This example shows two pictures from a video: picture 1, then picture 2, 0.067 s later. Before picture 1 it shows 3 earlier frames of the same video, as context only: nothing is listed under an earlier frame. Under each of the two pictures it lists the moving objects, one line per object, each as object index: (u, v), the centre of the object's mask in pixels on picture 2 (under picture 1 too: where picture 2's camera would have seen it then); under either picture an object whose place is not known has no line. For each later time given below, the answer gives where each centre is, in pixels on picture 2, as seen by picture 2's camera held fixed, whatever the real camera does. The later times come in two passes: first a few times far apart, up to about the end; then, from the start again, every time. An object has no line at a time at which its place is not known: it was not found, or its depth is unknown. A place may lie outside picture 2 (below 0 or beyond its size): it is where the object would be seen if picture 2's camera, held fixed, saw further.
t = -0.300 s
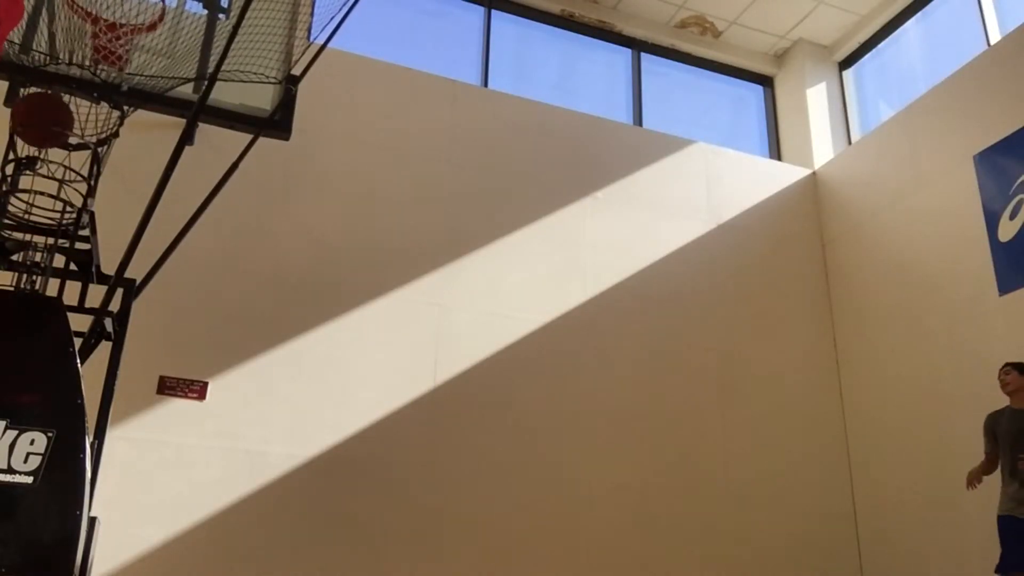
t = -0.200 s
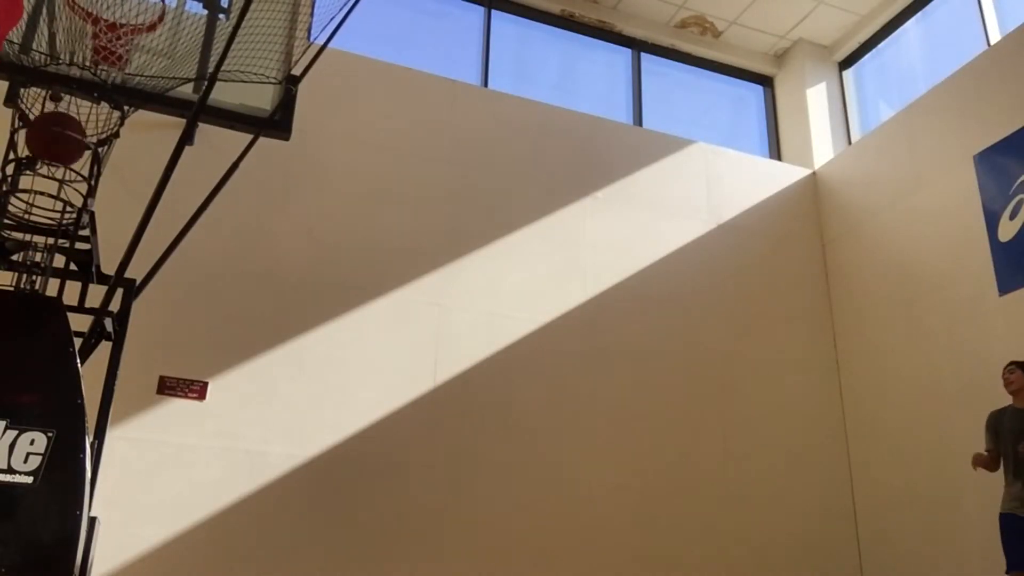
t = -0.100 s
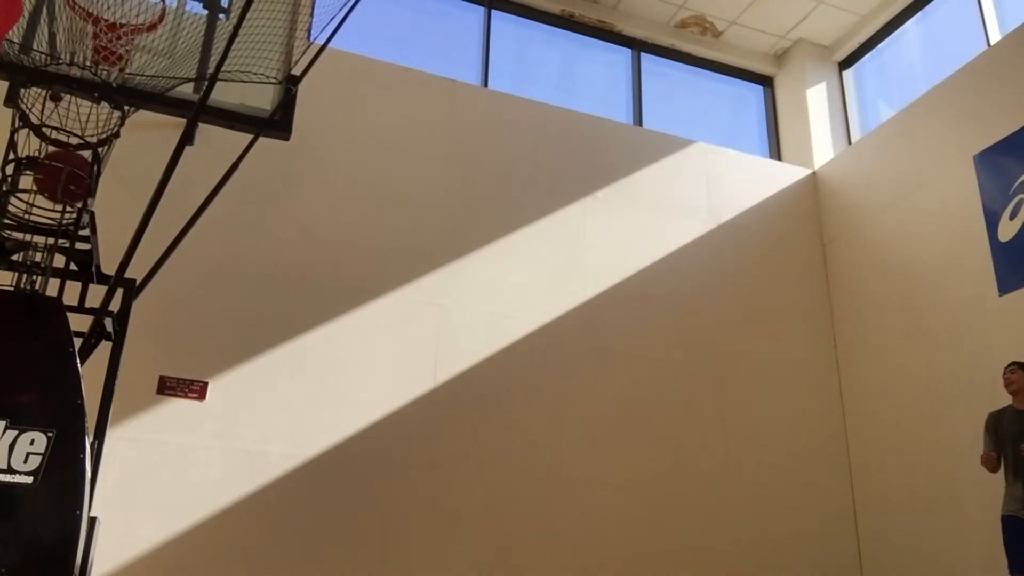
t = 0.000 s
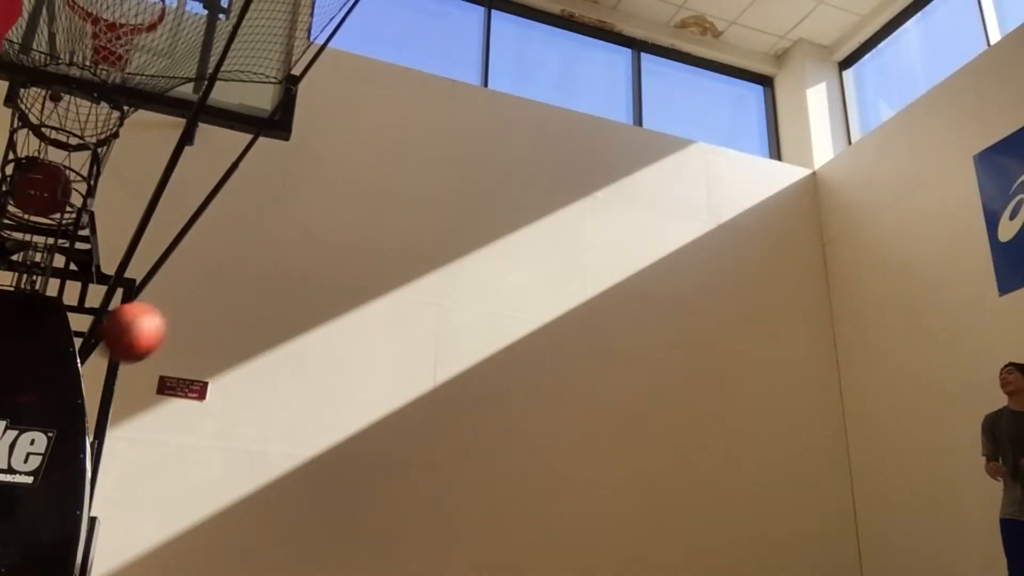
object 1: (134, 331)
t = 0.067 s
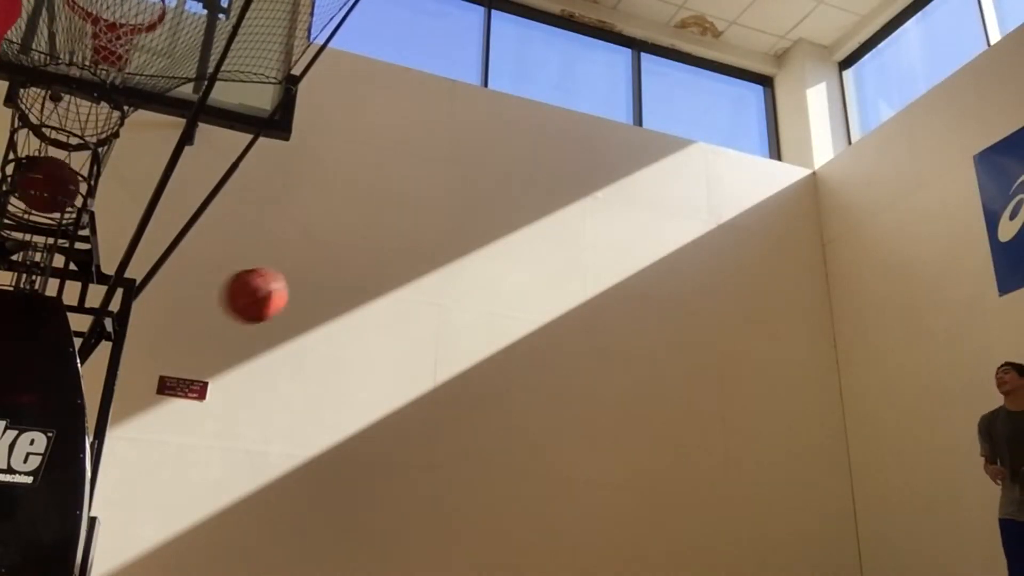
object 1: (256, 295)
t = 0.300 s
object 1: (574, 253)
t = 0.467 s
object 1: (748, 281)
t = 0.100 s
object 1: (310, 281)
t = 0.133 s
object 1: (362, 271)
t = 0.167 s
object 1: (410, 262)
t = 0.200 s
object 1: (453, 257)
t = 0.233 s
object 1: (495, 254)
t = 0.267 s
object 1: (536, 253)
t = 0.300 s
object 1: (574, 253)
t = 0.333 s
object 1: (610, 255)
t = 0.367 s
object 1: (646, 260)
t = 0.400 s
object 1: (681, 266)
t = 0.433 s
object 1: (715, 272)
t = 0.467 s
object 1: (748, 281)
